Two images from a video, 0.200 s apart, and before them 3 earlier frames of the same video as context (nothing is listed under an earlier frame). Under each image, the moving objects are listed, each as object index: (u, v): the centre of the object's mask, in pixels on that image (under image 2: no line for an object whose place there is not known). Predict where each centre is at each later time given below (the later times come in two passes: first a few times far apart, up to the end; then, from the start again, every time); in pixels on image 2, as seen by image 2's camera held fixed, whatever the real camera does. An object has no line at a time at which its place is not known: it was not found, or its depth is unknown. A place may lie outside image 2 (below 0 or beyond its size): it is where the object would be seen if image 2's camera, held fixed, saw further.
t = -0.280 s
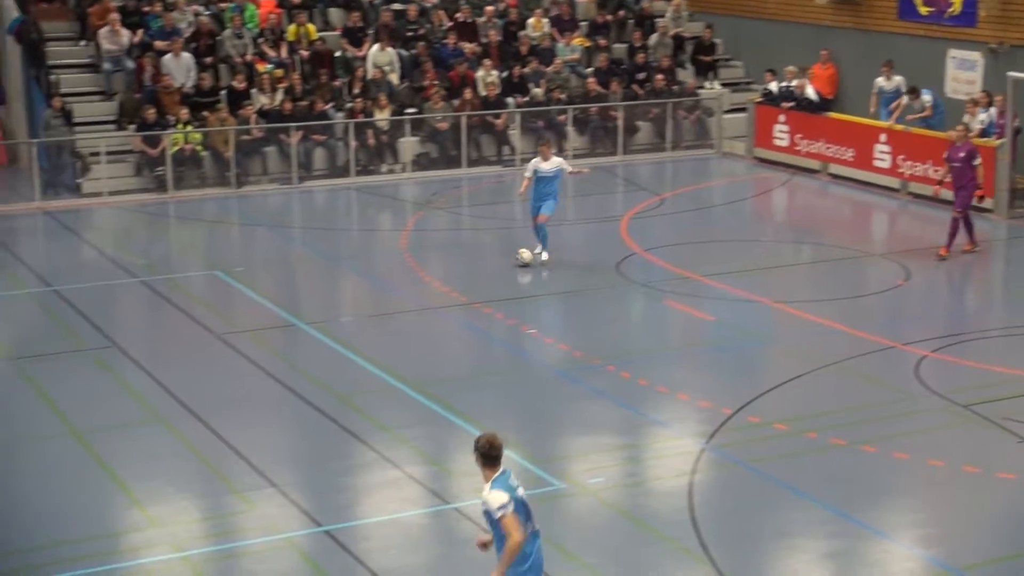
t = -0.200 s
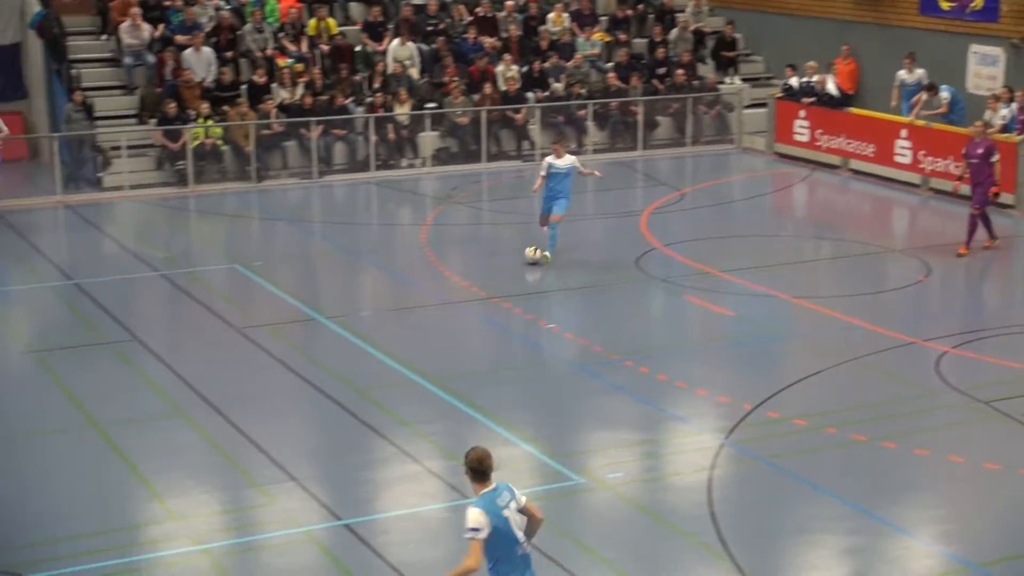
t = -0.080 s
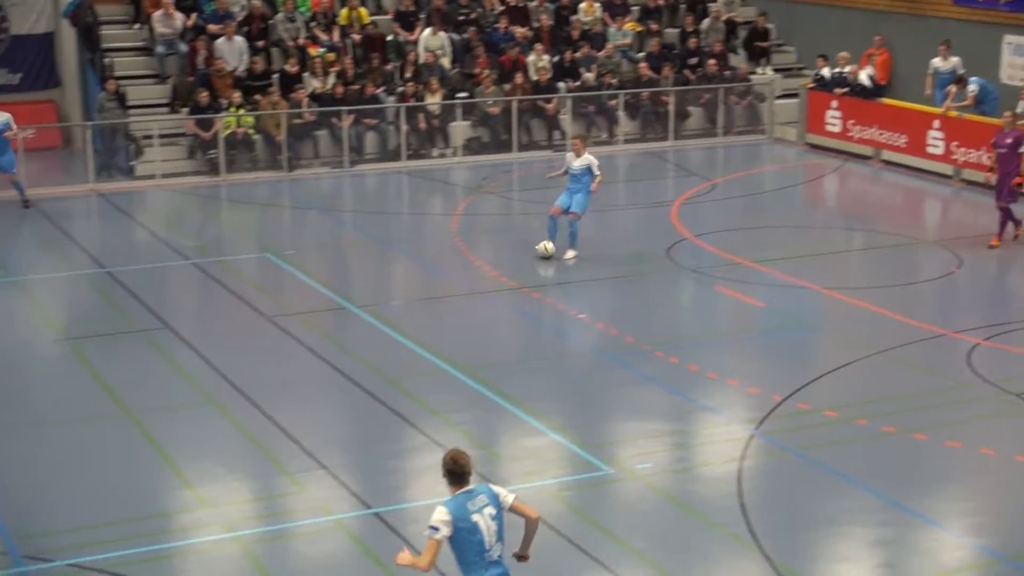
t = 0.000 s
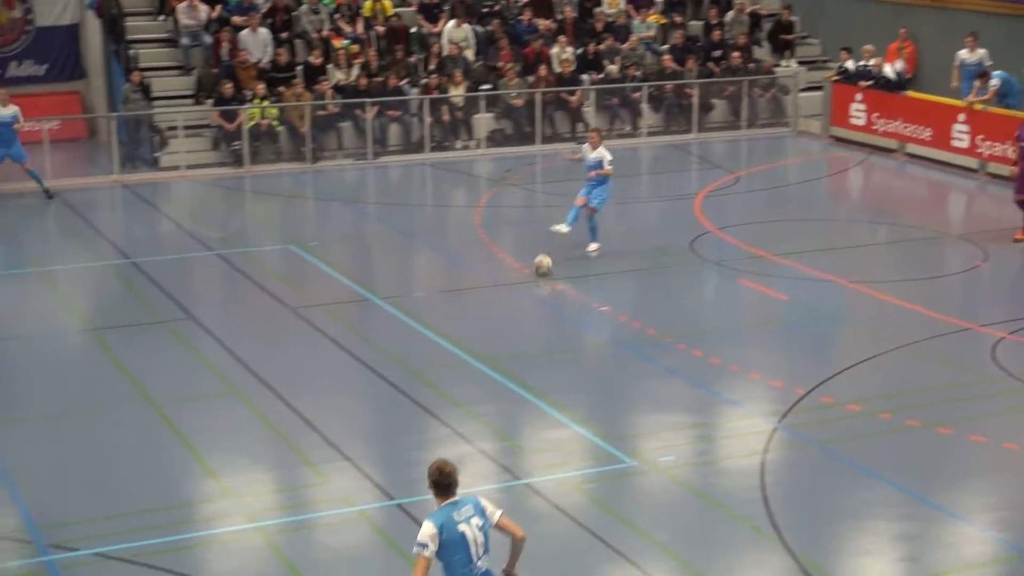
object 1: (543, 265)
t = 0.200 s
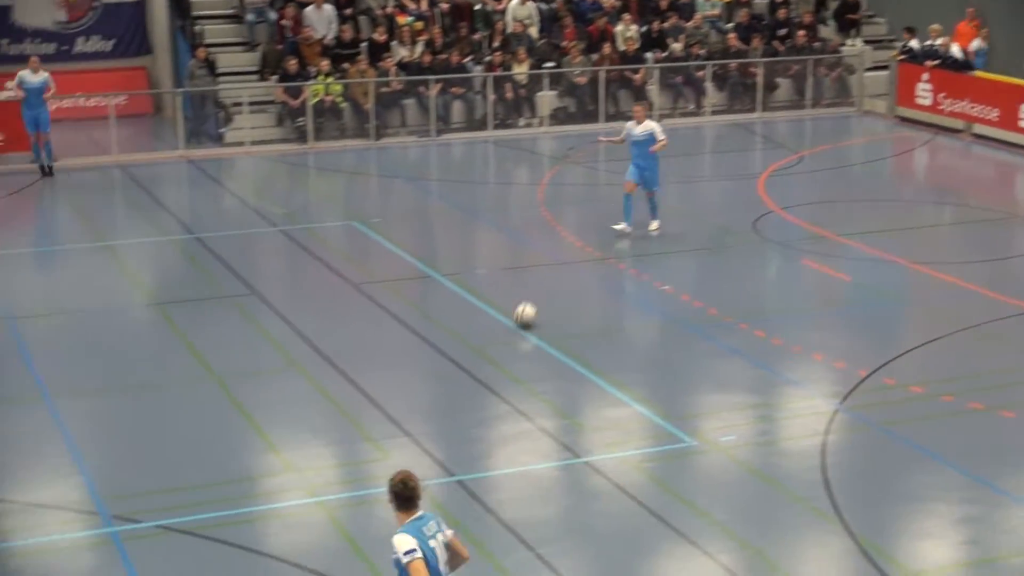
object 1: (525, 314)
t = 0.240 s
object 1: (508, 332)
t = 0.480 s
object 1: (383, 448)
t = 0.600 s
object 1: (306, 525)
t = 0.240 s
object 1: (508, 332)
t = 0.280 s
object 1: (489, 347)
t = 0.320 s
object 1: (470, 365)
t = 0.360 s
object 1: (450, 386)
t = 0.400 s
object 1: (429, 403)
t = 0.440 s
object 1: (406, 423)
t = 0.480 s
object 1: (383, 448)
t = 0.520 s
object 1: (358, 473)
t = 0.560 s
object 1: (332, 497)
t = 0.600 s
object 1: (306, 525)
